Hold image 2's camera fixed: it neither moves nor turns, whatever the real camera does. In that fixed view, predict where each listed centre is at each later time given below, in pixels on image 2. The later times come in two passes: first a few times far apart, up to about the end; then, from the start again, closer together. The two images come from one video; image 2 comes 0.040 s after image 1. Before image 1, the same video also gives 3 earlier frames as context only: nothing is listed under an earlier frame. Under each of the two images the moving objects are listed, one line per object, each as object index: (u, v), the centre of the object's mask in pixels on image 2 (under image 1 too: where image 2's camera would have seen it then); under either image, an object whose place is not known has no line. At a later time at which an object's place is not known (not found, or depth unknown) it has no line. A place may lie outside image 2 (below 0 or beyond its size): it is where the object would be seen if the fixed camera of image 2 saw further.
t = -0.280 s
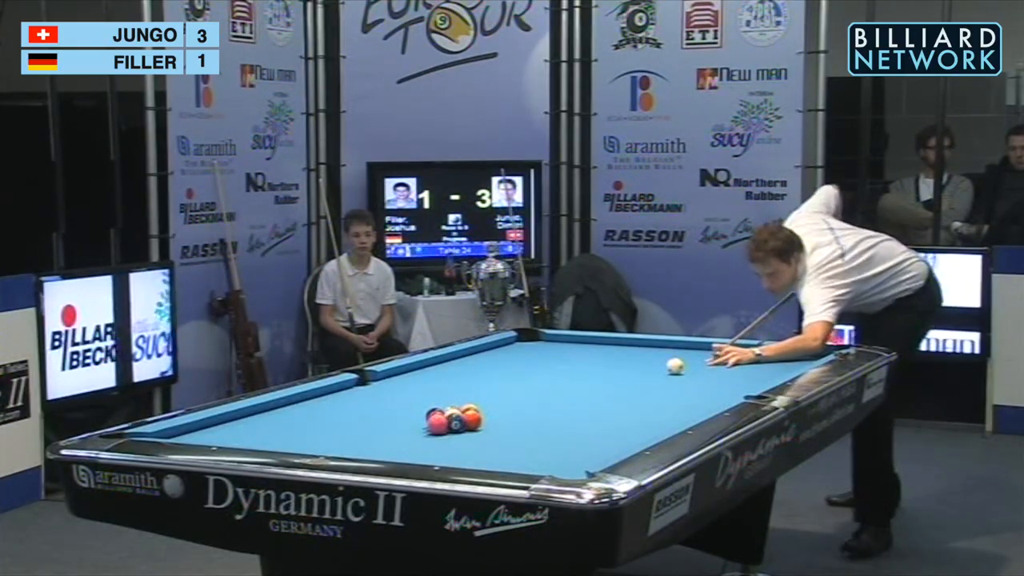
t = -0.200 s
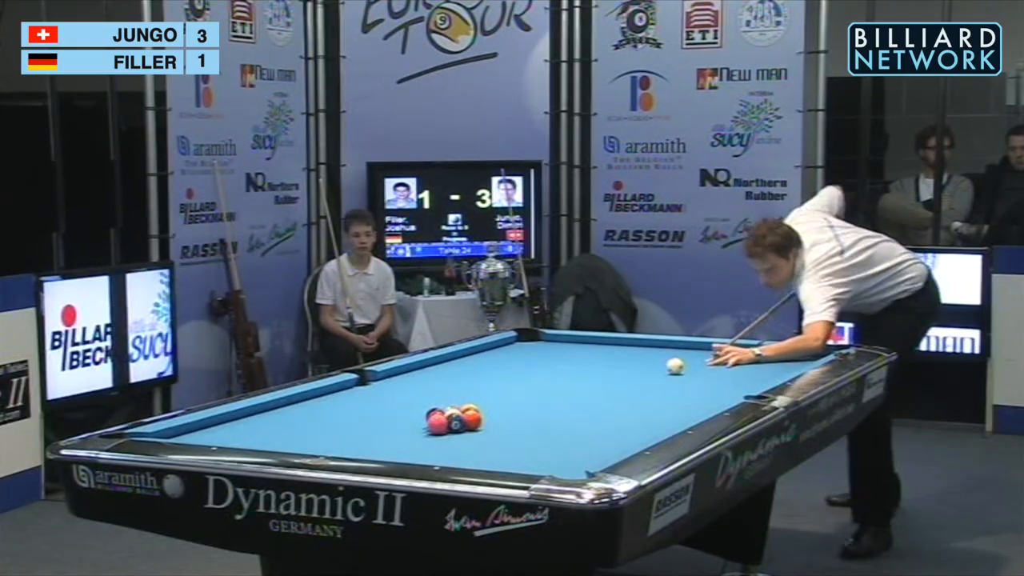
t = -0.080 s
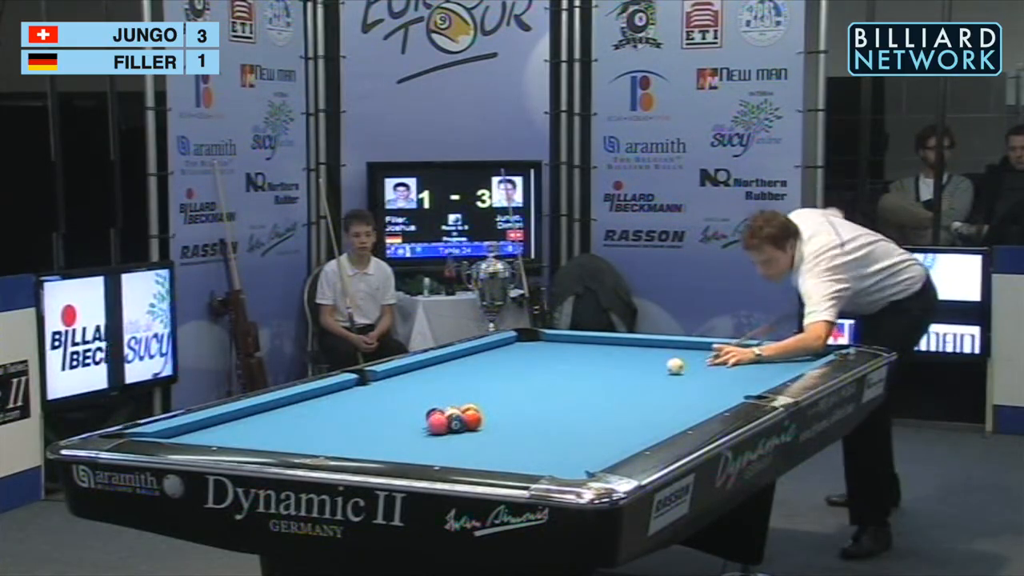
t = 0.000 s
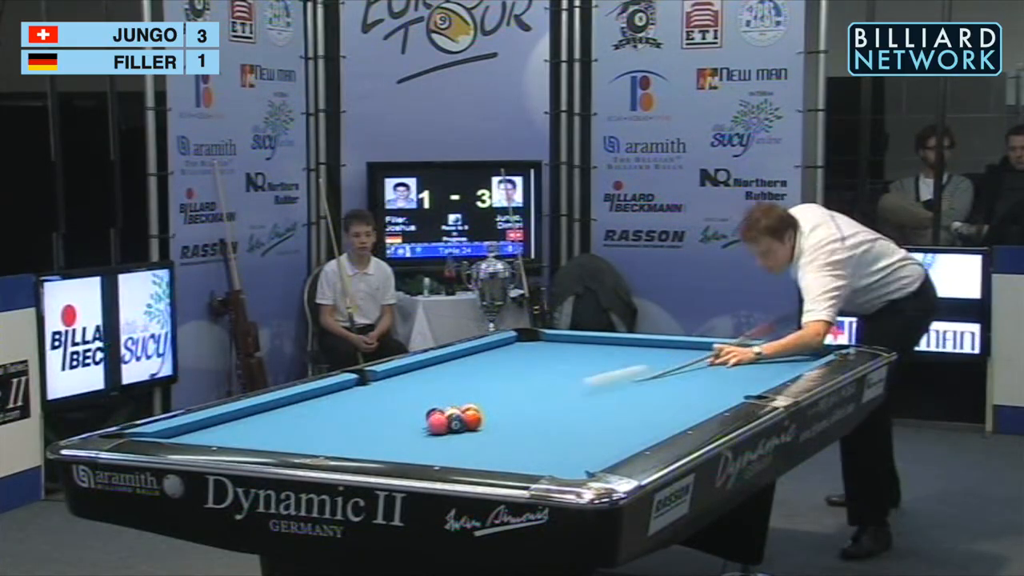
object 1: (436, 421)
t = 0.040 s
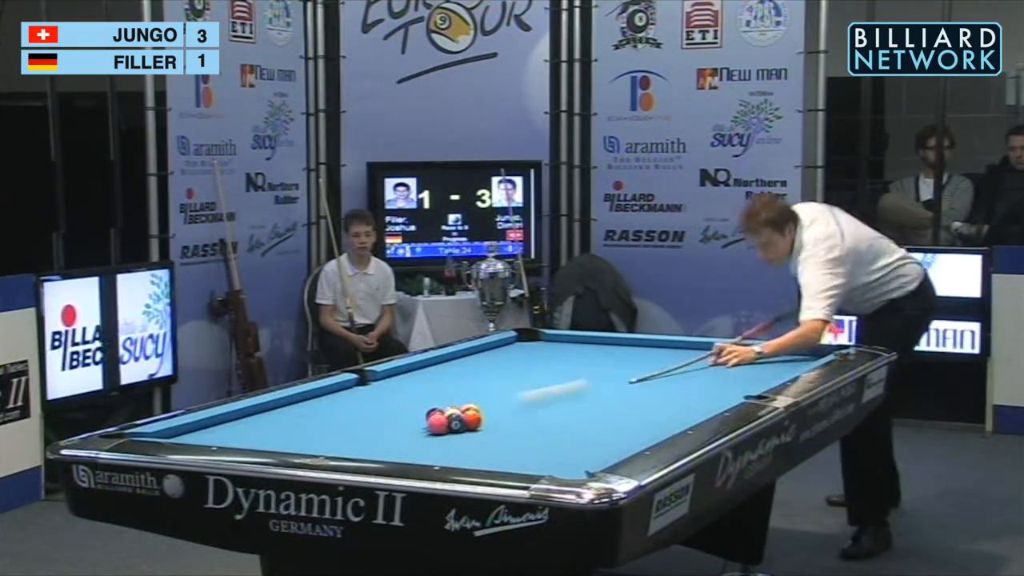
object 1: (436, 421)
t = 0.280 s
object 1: (395, 453)
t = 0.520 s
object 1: (484, 435)
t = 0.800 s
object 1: (565, 421)
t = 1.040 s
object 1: (629, 417)
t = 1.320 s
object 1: (697, 410)
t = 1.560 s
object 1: (687, 407)
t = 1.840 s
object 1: (673, 400)
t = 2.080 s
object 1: (663, 394)
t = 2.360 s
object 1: (652, 389)
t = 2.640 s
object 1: (643, 383)
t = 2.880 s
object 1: (635, 379)
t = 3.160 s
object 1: (628, 375)
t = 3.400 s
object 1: (622, 371)
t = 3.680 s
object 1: (615, 368)
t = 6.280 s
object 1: (617, 353)
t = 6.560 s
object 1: (618, 353)
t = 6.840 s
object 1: (618, 353)
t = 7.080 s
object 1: (618, 352)
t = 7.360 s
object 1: (618, 352)
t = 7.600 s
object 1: (618, 352)
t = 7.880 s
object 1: (618, 352)
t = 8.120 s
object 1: (618, 353)
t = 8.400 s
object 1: (618, 353)
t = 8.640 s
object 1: (618, 352)
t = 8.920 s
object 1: (618, 352)
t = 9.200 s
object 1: (618, 352)
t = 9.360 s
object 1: (618, 353)
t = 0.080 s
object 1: (436, 422)
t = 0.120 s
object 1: (426, 427)
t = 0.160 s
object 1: (416, 431)
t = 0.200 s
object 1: (404, 447)
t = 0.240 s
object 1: (393, 452)
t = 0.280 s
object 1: (395, 453)
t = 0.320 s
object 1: (412, 451)
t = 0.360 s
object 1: (428, 449)
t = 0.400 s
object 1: (443, 445)
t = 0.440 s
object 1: (457, 441)
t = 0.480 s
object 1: (471, 438)
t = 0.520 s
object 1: (484, 435)
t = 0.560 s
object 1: (496, 432)
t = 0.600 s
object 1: (508, 429)
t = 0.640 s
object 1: (520, 425)
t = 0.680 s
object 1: (532, 422)
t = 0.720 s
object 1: (543, 421)
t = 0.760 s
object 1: (553, 421)
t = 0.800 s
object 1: (565, 421)
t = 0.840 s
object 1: (575, 420)
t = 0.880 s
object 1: (586, 420)
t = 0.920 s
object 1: (597, 418)
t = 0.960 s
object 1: (607, 418)
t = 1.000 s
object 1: (618, 418)
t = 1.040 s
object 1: (629, 417)
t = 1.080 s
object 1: (640, 417)
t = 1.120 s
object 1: (649, 416)
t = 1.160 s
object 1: (660, 415)
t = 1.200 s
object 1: (670, 415)
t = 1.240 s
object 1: (680, 414)
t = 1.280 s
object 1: (690, 412)
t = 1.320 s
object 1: (697, 410)
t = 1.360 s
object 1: (697, 410)
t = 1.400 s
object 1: (695, 409)
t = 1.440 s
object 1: (693, 409)
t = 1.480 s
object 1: (691, 410)
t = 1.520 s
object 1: (689, 408)
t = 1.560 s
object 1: (687, 407)
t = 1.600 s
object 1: (685, 406)
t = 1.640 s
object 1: (683, 405)
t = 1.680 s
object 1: (681, 404)
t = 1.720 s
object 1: (679, 403)
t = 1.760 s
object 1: (677, 402)
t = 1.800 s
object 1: (675, 401)
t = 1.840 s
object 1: (673, 400)
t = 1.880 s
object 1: (672, 399)
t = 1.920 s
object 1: (670, 398)
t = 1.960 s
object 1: (668, 397)
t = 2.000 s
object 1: (666, 396)
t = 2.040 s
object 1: (665, 396)
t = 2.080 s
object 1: (663, 394)
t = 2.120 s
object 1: (661, 394)
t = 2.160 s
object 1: (660, 393)
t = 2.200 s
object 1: (659, 392)
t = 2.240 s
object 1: (657, 391)
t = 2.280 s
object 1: (655, 390)
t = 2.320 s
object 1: (654, 390)
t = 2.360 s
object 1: (652, 389)
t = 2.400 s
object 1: (651, 388)
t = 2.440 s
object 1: (649, 387)
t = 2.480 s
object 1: (648, 386)
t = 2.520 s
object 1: (647, 385)
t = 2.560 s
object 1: (646, 385)
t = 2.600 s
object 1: (644, 384)
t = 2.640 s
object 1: (643, 383)
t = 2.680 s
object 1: (641, 382)
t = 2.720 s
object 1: (641, 382)
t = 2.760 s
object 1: (639, 381)
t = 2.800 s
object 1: (638, 380)
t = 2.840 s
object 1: (637, 380)
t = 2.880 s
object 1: (635, 379)
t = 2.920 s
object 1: (635, 378)
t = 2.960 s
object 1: (633, 378)
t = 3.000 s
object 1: (632, 377)
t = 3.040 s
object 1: (631, 377)
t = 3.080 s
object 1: (630, 376)
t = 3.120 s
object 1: (629, 376)
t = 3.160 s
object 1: (628, 375)
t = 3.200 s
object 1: (626, 374)
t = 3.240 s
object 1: (625, 374)
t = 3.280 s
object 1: (624, 373)
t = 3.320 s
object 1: (623, 372)
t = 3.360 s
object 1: (622, 372)
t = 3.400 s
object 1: (622, 371)
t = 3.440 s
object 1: (621, 371)
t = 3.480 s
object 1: (620, 370)
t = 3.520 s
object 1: (618, 370)
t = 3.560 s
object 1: (618, 369)
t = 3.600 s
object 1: (616, 369)
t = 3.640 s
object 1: (616, 368)
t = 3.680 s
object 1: (615, 368)
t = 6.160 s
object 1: (617, 353)
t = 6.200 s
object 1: (617, 353)
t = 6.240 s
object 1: (617, 353)
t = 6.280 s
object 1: (617, 353)
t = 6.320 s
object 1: (617, 353)
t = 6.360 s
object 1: (617, 353)
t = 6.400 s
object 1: (617, 353)
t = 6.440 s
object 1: (617, 353)
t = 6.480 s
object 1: (618, 353)
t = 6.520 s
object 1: (618, 353)
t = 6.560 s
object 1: (618, 353)
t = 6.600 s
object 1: (618, 353)
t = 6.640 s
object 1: (618, 353)
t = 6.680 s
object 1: (618, 353)
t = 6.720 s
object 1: (618, 353)
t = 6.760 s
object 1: (618, 353)
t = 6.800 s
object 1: (618, 353)
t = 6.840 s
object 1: (618, 353)
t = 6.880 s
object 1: (618, 353)
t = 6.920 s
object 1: (618, 353)
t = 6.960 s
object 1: (618, 353)
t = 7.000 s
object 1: (618, 352)
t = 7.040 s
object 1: (618, 352)
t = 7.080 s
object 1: (618, 352)
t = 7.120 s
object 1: (618, 353)
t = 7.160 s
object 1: (618, 352)
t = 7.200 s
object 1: (618, 352)
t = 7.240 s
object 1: (618, 352)
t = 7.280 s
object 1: (618, 352)
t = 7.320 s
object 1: (618, 352)
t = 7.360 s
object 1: (618, 352)
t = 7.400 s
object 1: (618, 352)
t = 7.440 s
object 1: (618, 352)
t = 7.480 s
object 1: (618, 352)
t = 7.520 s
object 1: (618, 352)
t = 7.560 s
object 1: (618, 352)
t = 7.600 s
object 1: (618, 352)
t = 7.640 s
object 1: (618, 353)
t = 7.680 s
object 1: (618, 353)
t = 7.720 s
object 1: (618, 353)
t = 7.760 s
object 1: (618, 353)
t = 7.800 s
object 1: (618, 353)
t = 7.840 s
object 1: (618, 353)
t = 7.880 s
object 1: (618, 352)
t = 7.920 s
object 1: (618, 352)
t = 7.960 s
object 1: (618, 353)
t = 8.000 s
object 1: (618, 353)
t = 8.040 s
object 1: (618, 353)
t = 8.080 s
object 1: (618, 353)
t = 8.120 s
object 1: (618, 353)
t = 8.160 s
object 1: (618, 353)
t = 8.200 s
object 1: (618, 353)
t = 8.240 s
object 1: (618, 352)
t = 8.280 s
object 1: (618, 352)
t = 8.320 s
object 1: (618, 352)
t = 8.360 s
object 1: (618, 353)
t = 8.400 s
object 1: (618, 353)
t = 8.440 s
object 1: (618, 352)
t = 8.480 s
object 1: (618, 353)
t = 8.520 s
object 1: (618, 353)
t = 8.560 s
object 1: (618, 353)
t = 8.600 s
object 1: (618, 353)
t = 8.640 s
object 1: (618, 352)
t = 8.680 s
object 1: (618, 352)
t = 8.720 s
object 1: (618, 352)
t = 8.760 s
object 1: (618, 353)
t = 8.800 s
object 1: (618, 352)
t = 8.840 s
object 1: (618, 353)
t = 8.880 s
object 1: (618, 352)
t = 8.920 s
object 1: (618, 352)
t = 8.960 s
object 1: (618, 352)
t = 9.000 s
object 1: (618, 352)
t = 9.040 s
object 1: (618, 352)
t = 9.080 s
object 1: (618, 352)
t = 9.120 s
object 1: (618, 352)
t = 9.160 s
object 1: (618, 352)
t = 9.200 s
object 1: (618, 352)
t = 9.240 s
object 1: (618, 352)
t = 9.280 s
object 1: (618, 353)
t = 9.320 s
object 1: (618, 352)
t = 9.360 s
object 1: (618, 353)
